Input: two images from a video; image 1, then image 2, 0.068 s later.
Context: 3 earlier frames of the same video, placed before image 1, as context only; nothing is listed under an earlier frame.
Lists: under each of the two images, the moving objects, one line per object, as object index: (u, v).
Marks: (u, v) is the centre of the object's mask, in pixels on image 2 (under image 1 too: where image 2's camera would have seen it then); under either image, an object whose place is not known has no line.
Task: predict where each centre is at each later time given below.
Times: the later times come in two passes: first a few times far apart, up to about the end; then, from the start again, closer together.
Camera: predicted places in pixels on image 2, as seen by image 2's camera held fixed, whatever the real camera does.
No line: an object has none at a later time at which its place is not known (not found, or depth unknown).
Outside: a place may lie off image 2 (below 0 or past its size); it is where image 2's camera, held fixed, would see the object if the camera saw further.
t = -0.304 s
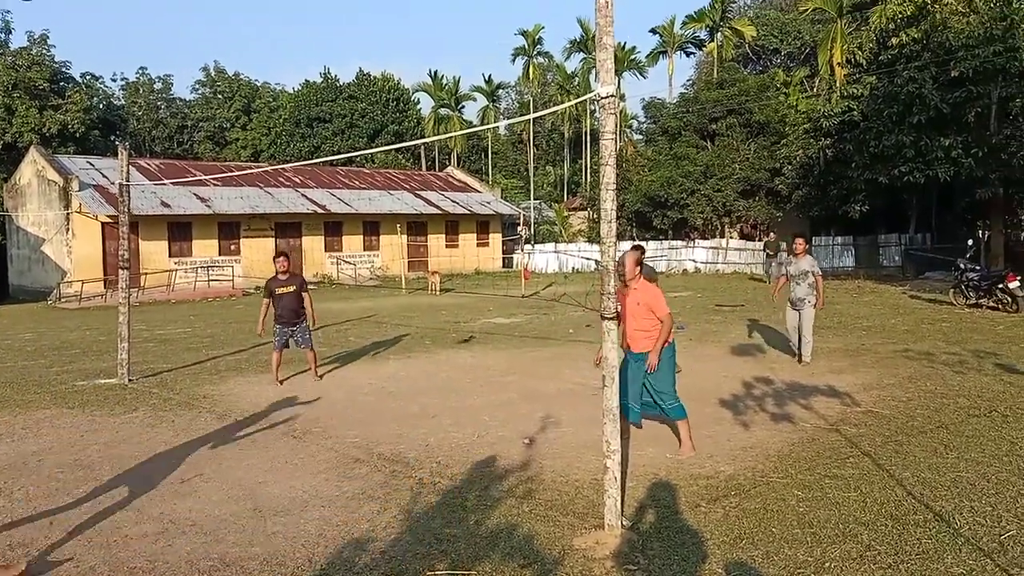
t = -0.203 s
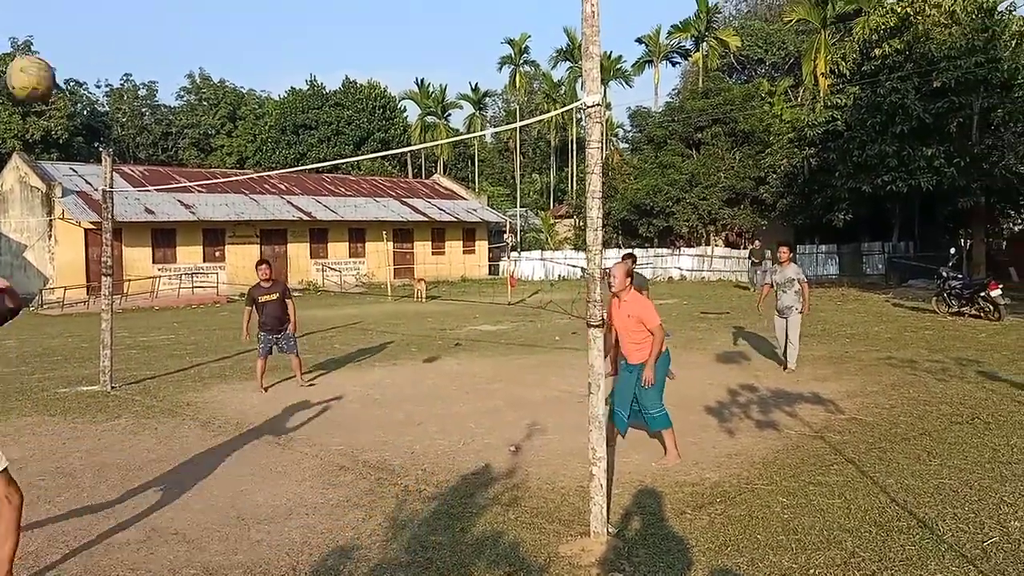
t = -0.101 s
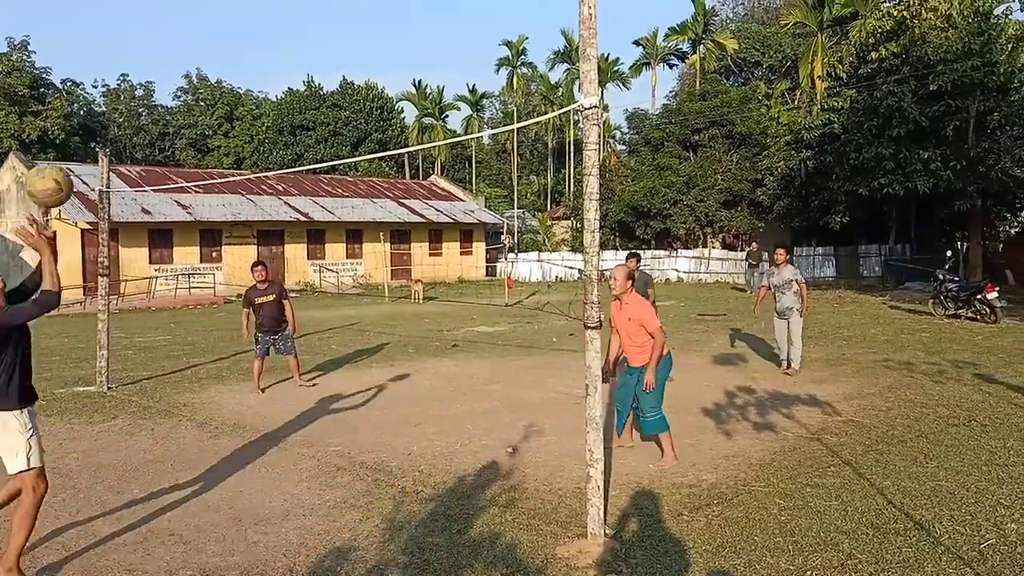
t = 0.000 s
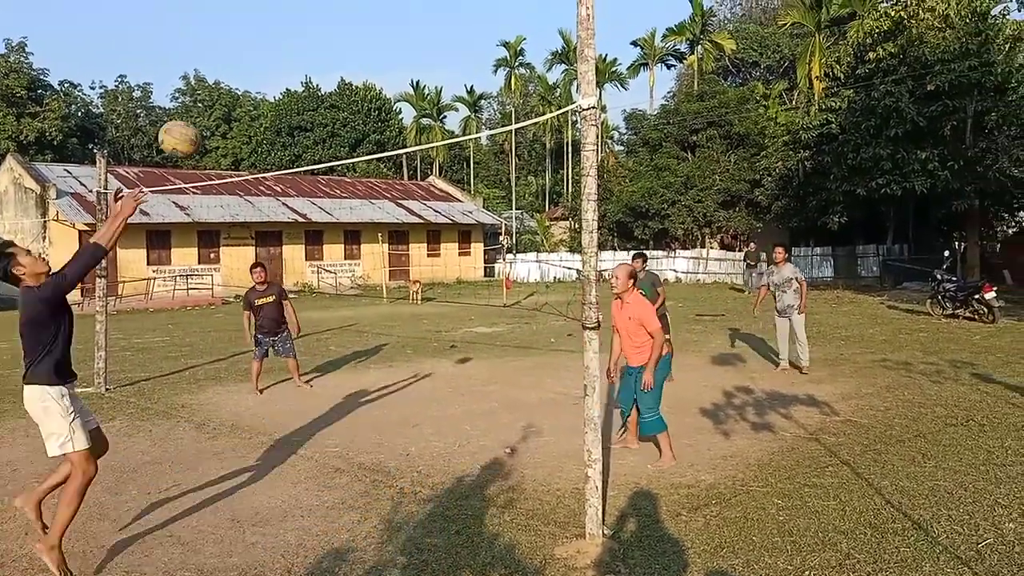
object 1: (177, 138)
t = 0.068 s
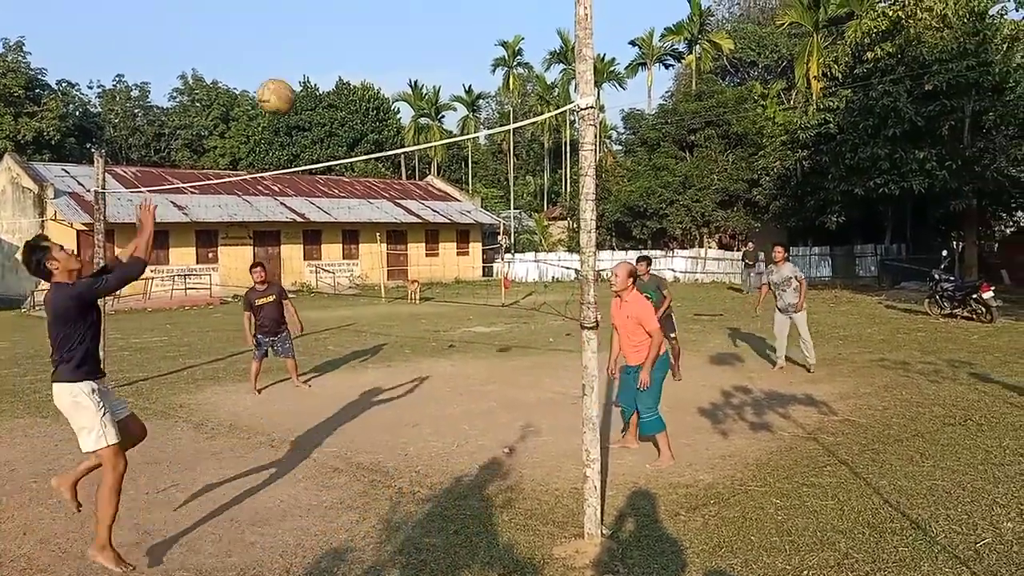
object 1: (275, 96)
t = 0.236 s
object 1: (475, 42)
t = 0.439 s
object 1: (655, 38)
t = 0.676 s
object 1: (816, 90)
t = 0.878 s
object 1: (919, 175)
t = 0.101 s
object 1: (320, 80)
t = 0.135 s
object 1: (363, 68)
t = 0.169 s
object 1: (403, 57)
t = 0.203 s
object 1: (440, 48)
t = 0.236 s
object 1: (475, 42)
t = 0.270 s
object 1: (509, 38)
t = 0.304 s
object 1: (541, 34)
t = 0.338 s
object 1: (567, 33)
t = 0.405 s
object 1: (630, 35)
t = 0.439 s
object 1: (655, 38)
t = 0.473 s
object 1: (681, 40)
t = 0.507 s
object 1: (706, 47)
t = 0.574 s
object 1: (753, 61)
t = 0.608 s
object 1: (775, 70)
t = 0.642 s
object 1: (795, 80)
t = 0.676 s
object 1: (816, 90)
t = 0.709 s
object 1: (834, 103)
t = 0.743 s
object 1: (853, 116)
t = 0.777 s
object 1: (870, 129)
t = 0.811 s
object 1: (887, 144)
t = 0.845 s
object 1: (903, 159)
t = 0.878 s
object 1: (919, 175)
